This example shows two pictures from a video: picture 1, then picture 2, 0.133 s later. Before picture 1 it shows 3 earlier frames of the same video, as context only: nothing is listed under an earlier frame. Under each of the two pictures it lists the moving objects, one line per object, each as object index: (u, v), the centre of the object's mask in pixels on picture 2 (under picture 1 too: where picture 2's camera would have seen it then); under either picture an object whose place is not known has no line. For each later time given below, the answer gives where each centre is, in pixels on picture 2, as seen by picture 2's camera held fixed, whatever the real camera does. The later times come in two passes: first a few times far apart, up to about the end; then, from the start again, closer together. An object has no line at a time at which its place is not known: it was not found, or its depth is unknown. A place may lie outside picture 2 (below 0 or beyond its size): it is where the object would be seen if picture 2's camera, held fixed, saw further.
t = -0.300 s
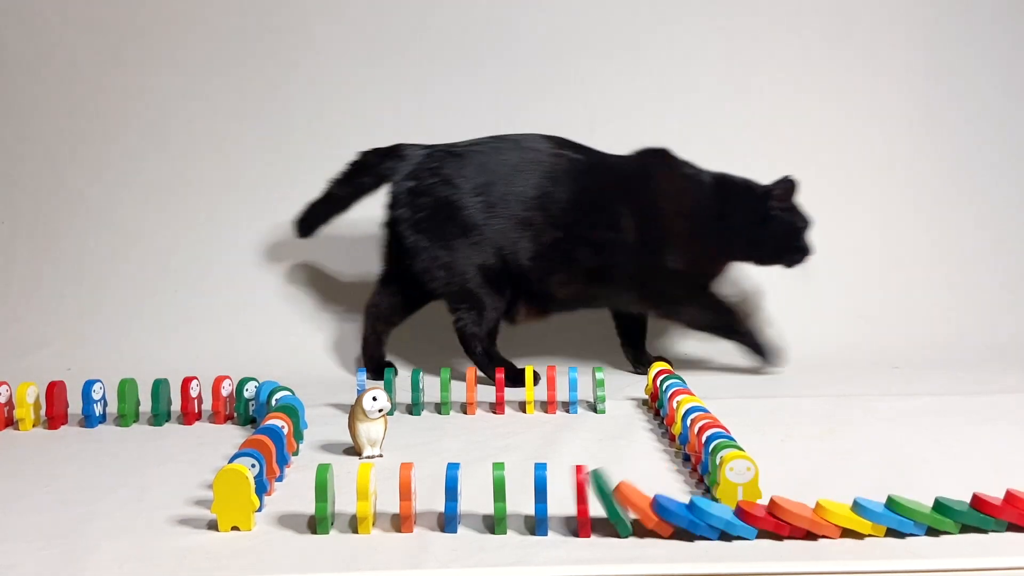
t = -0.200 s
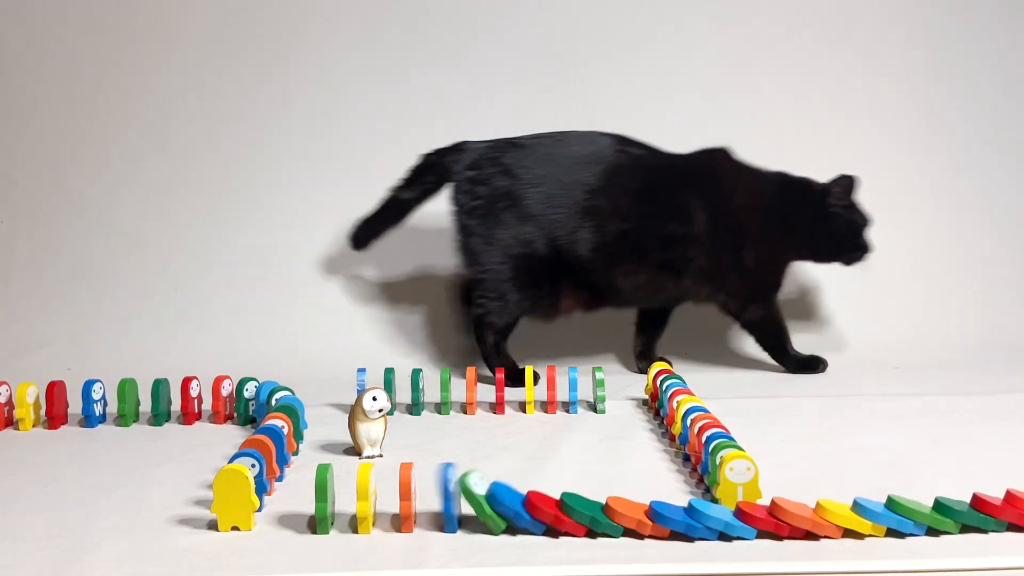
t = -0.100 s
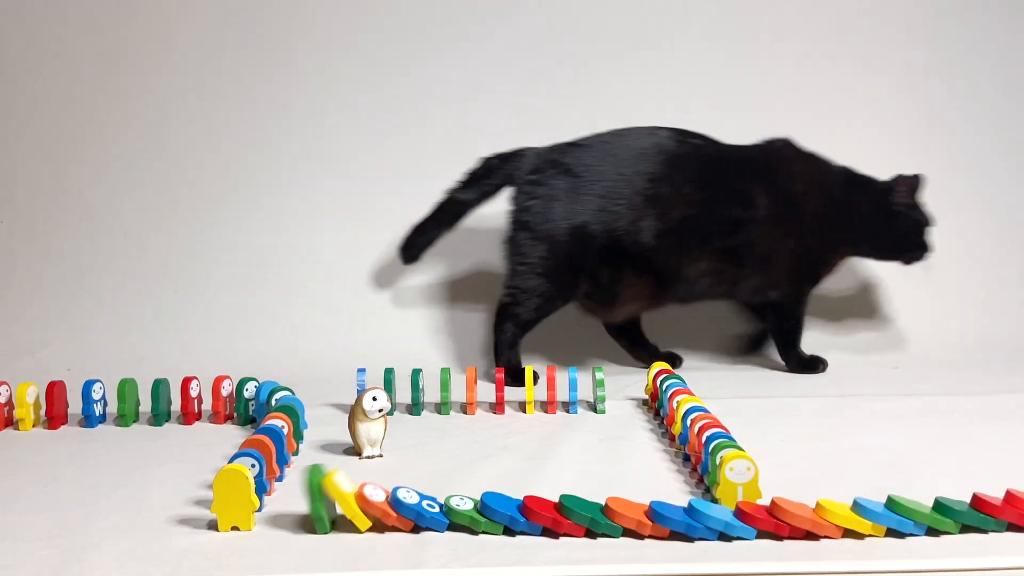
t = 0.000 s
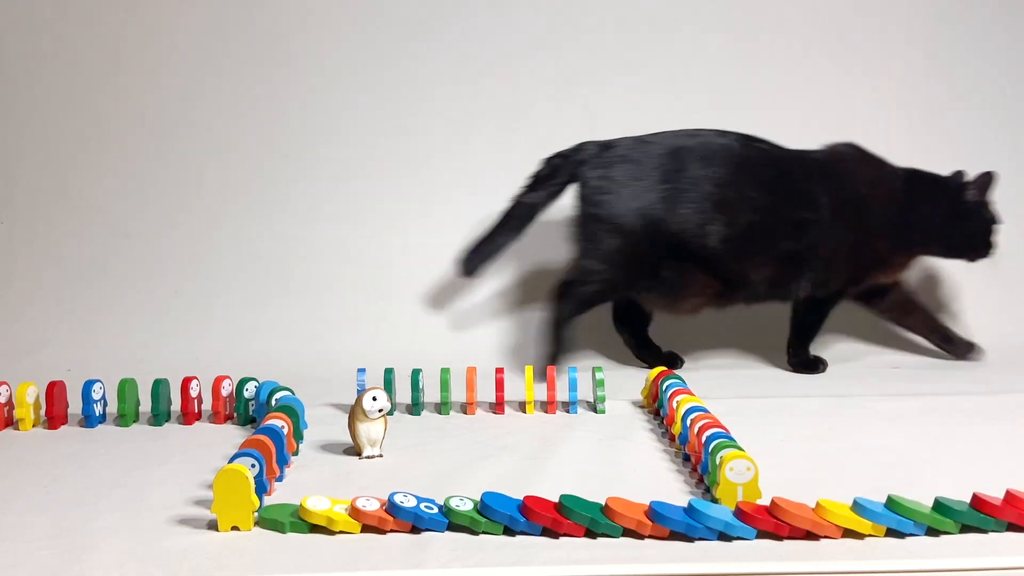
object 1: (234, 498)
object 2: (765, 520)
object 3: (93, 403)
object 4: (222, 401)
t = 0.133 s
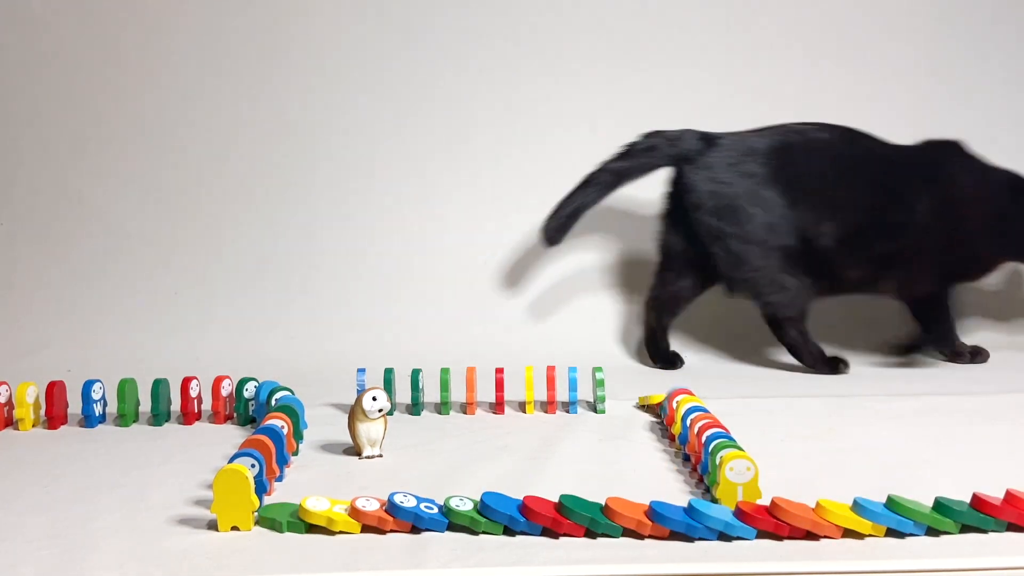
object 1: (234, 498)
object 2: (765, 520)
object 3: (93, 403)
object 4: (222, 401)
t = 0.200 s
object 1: (234, 498)
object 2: (765, 520)
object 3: (93, 403)
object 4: (222, 401)
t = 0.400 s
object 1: (234, 498)
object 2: (770, 524)
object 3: (93, 403)
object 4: (222, 401)
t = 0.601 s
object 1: (234, 498)
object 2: (789, 544)
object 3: (93, 403)
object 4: (222, 401)
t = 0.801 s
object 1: (240, 496)
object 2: (789, 544)
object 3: (93, 403)
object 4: (222, 401)
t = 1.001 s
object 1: (231, 518)
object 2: (789, 545)
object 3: (93, 403)
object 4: (222, 401)
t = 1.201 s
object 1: (232, 521)
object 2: (789, 545)
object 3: (93, 403)
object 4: (222, 401)
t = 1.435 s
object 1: (232, 521)
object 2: (789, 545)
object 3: (93, 403)
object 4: (203, 411)
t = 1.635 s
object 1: (232, 521)
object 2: (789, 545)
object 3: (73, 422)
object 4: (203, 411)
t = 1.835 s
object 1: (232, 521)
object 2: (789, 545)
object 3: (73, 422)
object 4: (203, 411)
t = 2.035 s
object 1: (232, 521)
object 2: (789, 545)
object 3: (74, 421)
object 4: (203, 411)
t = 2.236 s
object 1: (232, 521)
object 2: (789, 545)
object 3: (74, 421)
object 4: (203, 411)
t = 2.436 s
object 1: (232, 521)
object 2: (789, 545)
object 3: (74, 421)
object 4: (203, 411)
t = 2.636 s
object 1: (232, 521)
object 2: (789, 545)
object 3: (74, 421)
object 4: (203, 411)
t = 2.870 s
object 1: (232, 521)
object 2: (789, 545)
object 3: (75, 421)
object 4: (203, 411)
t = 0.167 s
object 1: (234, 498)
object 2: (765, 520)
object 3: (93, 403)
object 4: (222, 401)
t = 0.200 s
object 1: (234, 498)
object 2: (765, 520)
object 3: (93, 403)
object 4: (222, 401)
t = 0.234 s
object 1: (234, 498)
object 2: (765, 520)
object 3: (93, 403)
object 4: (222, 401)
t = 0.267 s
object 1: (234, 498)
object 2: (765, 520)
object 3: (93, 403)
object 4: (222, 401)
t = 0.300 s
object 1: (234, 498)
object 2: (765, 520)
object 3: (93, 403)
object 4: (222, 401)
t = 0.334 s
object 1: (234, 498)
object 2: (765, 520)
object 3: (93, 403)
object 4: (222, 401)
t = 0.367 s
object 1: (234, 498)
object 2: (765, 520)
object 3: (93, 403)
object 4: (222, 401)
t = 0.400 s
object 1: (234, 498)
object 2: (770, 524)
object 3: (93, 403)
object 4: (222, 401)
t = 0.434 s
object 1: (234, 498)
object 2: (774, 529)
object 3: (93, 403)
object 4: (222, 401)
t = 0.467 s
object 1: (234, 498)
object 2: (778, 533)
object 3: (93, 403)
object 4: (222, 401)
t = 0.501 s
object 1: (234, 498)
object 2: (783, 537)
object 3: (93, 403)
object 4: (222, 401)
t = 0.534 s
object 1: (234, 498)
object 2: (787, 541)
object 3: (93, 403)
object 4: (222, 401)
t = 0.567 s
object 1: (234, 498)
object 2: (789, 544)
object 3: (93, 403)
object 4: (222, 401)
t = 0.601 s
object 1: (234, 498)
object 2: (789, 544)
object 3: (93, 403)
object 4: (222, 401)
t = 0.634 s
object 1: (234, 498)
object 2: (789, 544)
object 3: (93, 403)
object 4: (222, 401)
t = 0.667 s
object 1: (234, 498)
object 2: (789, 544)
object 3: (93, 403)
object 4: (222, 401)
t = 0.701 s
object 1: (234, 498)
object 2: (789, 544)
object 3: (93, 403)
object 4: (222, 401)
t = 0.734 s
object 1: (234, 498)
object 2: (789, 544)
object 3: (93, 403)
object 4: (222, 401)
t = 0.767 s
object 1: (234, 498)
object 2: (789, 544)
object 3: (93, 403)
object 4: (222, 401)
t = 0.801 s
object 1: (240, 496)
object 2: (789, 544)
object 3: (93, 403)
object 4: (222, 401)
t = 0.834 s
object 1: (243, 493)
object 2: (789, 544)
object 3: (93, 403)
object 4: (222, 401)
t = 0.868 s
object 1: (244, 494)
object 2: (789, 544)
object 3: (93, 403)
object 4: (222, 401)
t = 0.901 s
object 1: (240, 500)
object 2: (789, 545)
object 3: (93, 403)
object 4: (222, 401)
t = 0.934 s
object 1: (235, 510)
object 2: (789, 544)
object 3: (93, 403)
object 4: (222, 401)
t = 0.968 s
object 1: (231, 518)
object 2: (789, 545)
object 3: (93, 403)
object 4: (222, 401)
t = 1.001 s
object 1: (231, 518)
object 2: (789, 545)
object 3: (93, 403)
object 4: (222, 401)
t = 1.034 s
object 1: (232, 521)
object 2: (789, 545)
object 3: (93, 403)
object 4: (222, 401)
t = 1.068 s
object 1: (232, 521)
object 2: (789, 544)
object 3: (93, 403)
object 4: (222, 401)
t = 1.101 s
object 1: (232, 521)
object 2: (789, 545)
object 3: (93, 403)
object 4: (222, 401)
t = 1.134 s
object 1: (231, 521)
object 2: (789, 545)
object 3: (93, 403)
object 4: (222, 401)
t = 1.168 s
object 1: (232, 521)
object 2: (789, 545)
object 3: (93, 403)
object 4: (222, 401)
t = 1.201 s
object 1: (232, 521)
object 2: (789, 545)
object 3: (93, 403)
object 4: (222, 401)
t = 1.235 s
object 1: (232, 521)
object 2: (789, 545)
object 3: (93, 403)
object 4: (222, 401)
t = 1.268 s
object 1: (232, 521)
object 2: (789, 545)
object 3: (93, 403)
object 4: (221, 401)
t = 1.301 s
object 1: (232, 521)
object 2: (789, 545)
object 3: (93, 403)
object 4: (217, 402)
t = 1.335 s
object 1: (232, 521)
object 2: (789, 545)
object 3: (93, 403)
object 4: (210, 402)
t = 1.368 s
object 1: (232, 521)
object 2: (789, 545)
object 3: (93, 403)
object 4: (205, 404)
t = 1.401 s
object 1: (232, 521)
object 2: (789, 545)
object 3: (93, 403)
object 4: (203, 409)
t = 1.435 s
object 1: (232, 521)
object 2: (789, 545)
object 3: (93, 403)
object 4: (203, 411)
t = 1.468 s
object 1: (232, 521)
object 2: (789, 545)
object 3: (86, 402)
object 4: (203, 411)
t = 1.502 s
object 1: (232, 521)
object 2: (789, 545)
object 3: (76, 406)
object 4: (203, 410)
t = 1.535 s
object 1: (232, 521)
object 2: (789, 545)
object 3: (72, 414)
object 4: (203, 411)
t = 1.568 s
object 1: (232, 521)
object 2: (789, 545)
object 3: (71, 418)
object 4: (203, 411)
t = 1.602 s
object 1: (232, 521)
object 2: (789, 545)
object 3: (72, 420)
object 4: (203, 411)
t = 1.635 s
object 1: (232, 521)
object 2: (789, 545)
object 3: (73, 422)
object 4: (203, 411)
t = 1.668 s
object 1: (232, 521)
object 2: (789, 545)
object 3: (73, 422)
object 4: (204, 411)
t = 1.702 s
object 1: (232, 521)
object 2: (789, 545)
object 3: (73, 422)
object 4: (203, 411)
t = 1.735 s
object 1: (232, 521)
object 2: (789, 545)
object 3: (73, 422)
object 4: (203, 411)
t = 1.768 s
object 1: (232, 521)
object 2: (789, 545)
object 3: (73, 422)
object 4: (203, 411)
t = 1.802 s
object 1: (232, 521)
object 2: (789, 545)
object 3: (73, 422)
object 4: (203, 411)
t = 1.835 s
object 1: (232, 521)
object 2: (789, 545)
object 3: (73, 422)
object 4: (203, 411)
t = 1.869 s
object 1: (232, 521)
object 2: (789, 545)
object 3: (73, 421)
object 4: (203, 411)
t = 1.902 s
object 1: (232, 521)
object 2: (789, 545)
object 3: (74, 421)
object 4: (203, 411)
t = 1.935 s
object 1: (232, 521)
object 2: (789, 545)
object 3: (74, 421)
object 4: (203, 411)
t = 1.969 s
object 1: (232, 521)
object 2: (789, 545)
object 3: (74, 421)
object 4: (203, 411)
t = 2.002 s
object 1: (232, 521)
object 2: (789, 545)
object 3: (74, 421)
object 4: (203, 411)
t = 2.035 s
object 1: (232, 521)
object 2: (789, 545)
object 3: (74, 421)
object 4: (203, 411)
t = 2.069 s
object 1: (232, 521)
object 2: (789, 545)
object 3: (74, 421)
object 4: (203, 411)
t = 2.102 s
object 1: (232, 521)
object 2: (789, 545)
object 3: (74, 421)
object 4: (203, 411)
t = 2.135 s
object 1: (232, 521)
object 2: (789, 545)
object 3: (74, 421)
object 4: (203, 411)
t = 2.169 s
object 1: (232, 521)
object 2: (789, 545)
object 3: (74, 421)
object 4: (203, 411)
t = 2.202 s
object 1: (232, 521)
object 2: (789, 545)
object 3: (74, 421)
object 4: (203, 411)
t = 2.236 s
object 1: (232, 521)
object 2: (789, 545)
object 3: (74, 421)
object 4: (203, 411)
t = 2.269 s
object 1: (232, 521)
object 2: (789, 545)
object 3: (74, 421)
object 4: (203, 411)
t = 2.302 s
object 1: (232, 521)
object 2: (789, 545)
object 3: (74, 421)
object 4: (203, 411)
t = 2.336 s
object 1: (232, 521)
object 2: (789, 545)
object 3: (74, 421)
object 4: (203, 411)
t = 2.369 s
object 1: (232, 521)
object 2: (789, 545)
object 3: (74, 421)
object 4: (203, 411)
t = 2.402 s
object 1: (232, 521)
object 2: (789, 545)
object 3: (74, 421)
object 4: (203, 411)
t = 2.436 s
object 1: (232, 521)
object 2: (789, 545)
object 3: (74, 421)
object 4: (203, 411)
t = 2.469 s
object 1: (232, 521)
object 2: (789, 545)
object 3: (74, 421)
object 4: (203, 411)
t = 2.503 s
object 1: (232, 521)
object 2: (789, 545)
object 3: (74, 421)
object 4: (203, 411)
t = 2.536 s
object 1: (232, 521)
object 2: (789, 545)
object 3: (74, 421)
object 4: (203, 411)
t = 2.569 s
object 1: (232, 521)
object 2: (789, 545)
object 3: (74, 421)
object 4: (203, 411)
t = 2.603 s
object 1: (232, 521)
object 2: (789, 545)
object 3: (74, 421)
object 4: (203, 411)
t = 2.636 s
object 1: (232, 521)
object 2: (789, 545)
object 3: (74, 421)
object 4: (203, 411)
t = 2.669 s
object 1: (232, 521)
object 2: (789, 545)
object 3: (74, 421)
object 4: (203, 411)
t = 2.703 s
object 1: (232, 521)
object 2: (789, 545)
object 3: (74, 421)
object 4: (203, 411)
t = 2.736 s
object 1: (232, 521)
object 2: (789, 545)
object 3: (74, 421)
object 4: (203, 411)
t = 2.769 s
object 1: (232, 521)
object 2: (789, 545)
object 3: (74, 421)
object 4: (203, 411)
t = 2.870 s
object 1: (232, 521)
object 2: (789, 545)
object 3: (75, 421)
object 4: (203, 411)
